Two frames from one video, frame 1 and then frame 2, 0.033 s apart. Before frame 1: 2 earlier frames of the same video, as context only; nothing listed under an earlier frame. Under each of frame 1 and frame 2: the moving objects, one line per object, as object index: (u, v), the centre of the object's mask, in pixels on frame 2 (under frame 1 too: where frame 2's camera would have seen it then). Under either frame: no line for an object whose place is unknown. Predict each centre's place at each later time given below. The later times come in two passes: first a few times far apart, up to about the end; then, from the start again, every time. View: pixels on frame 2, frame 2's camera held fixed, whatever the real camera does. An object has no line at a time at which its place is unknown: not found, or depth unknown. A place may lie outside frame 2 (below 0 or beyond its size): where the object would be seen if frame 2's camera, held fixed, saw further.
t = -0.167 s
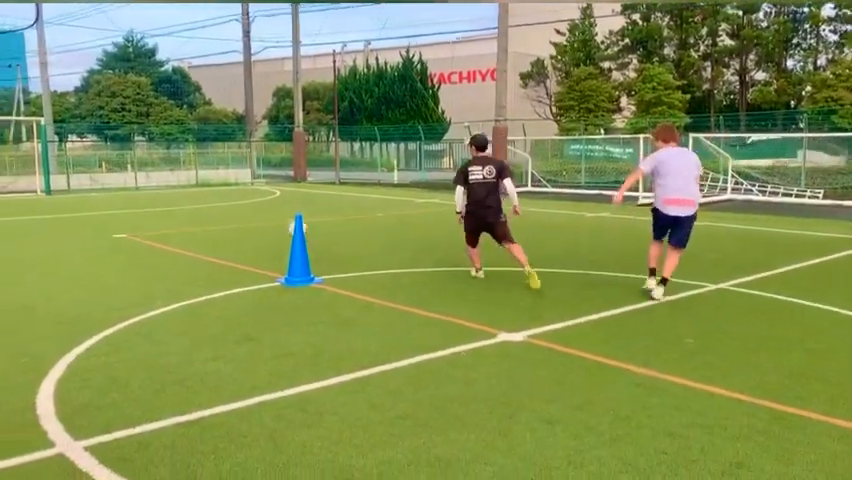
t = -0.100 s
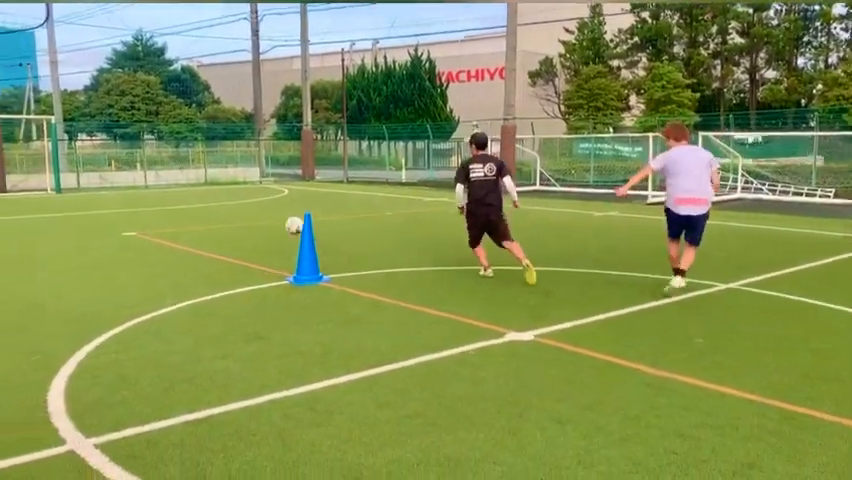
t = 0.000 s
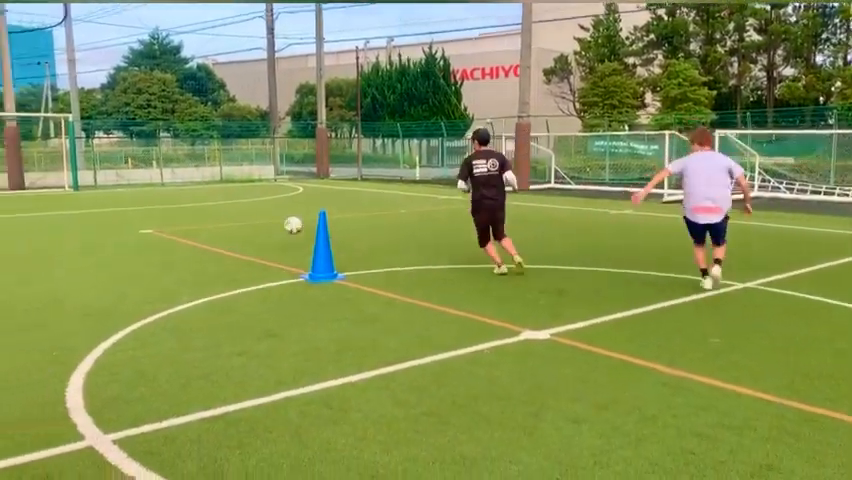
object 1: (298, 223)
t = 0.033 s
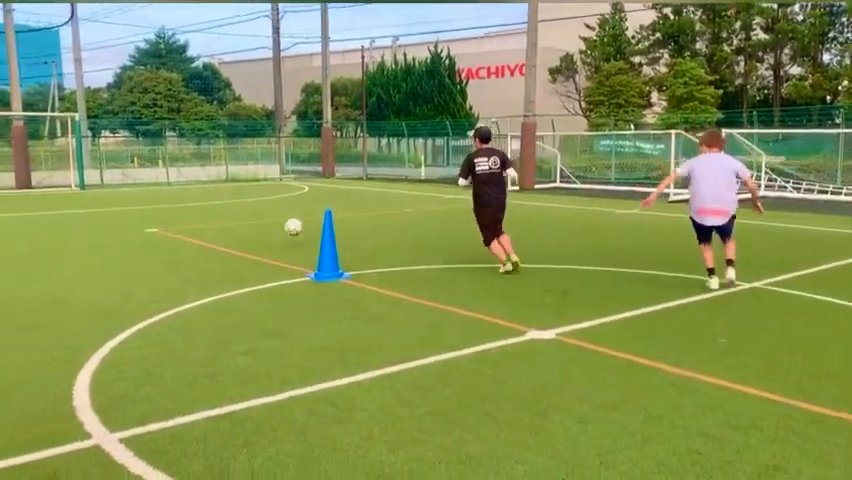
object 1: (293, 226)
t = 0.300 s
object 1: (250, 223)
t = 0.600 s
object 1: (208, 221)
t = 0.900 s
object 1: (174, 218)
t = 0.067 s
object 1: (288, 228)
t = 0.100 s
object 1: (283, 233)
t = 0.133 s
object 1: (278, 237)
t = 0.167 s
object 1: (272, 233)
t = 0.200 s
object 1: (267, 229)
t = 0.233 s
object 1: (261, 226)
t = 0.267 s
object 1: (256, 224)
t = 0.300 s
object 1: (250, 223)
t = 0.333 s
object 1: (245, 223)
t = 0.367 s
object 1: (239, 223)
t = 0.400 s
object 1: (235, 224)
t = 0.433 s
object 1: (230, 227)
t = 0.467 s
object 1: (226, 229)
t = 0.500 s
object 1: (221, 226)
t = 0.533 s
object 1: (216, 224)
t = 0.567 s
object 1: (212, 222)
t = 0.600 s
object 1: (208, 221)
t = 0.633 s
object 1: (204, 221)
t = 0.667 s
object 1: (199, 221)
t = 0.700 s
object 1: (196, 222)
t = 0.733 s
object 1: (192, 221)
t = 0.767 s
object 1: (189, 219)
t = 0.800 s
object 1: (185, 218)
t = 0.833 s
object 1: (181, 217)
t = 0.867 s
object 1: (177, 217)
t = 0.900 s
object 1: (174, 218)
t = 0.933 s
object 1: (170, 219)
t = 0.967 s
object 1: (167, 217)
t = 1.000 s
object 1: (164, 215)
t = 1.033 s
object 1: (160, 214)
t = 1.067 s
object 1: (157, 214)
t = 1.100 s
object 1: (154, 214)
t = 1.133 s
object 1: (151, 216)
